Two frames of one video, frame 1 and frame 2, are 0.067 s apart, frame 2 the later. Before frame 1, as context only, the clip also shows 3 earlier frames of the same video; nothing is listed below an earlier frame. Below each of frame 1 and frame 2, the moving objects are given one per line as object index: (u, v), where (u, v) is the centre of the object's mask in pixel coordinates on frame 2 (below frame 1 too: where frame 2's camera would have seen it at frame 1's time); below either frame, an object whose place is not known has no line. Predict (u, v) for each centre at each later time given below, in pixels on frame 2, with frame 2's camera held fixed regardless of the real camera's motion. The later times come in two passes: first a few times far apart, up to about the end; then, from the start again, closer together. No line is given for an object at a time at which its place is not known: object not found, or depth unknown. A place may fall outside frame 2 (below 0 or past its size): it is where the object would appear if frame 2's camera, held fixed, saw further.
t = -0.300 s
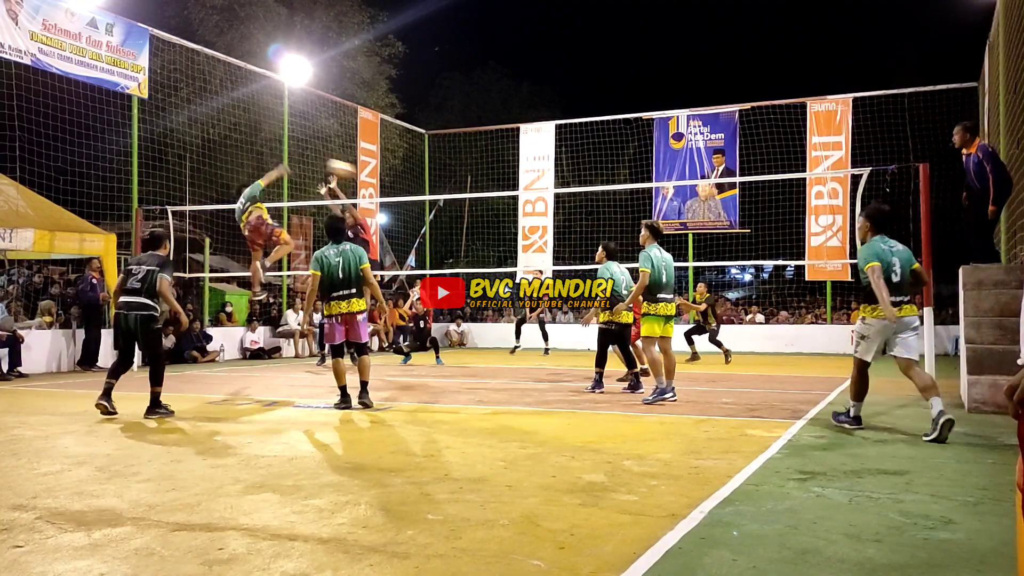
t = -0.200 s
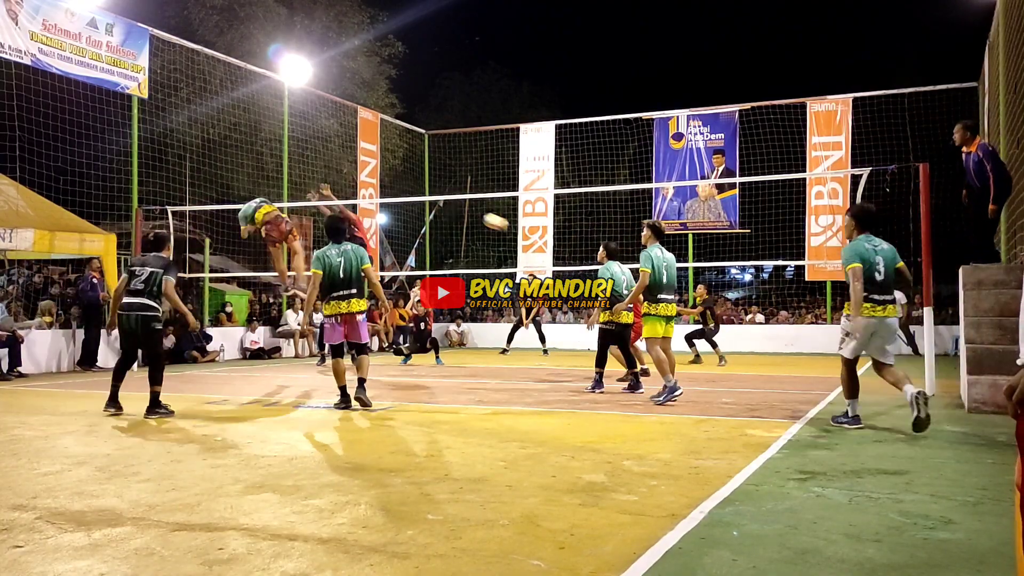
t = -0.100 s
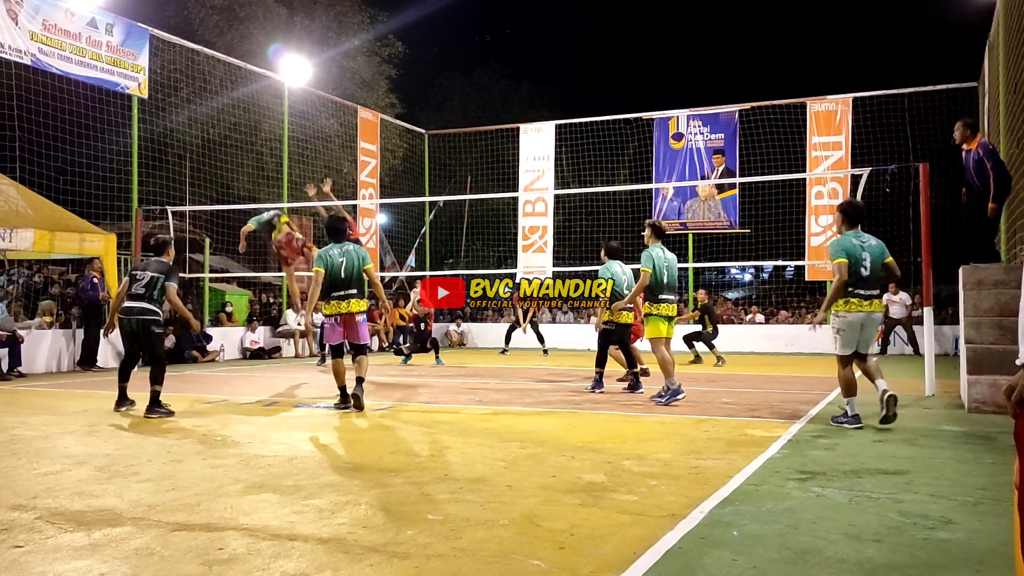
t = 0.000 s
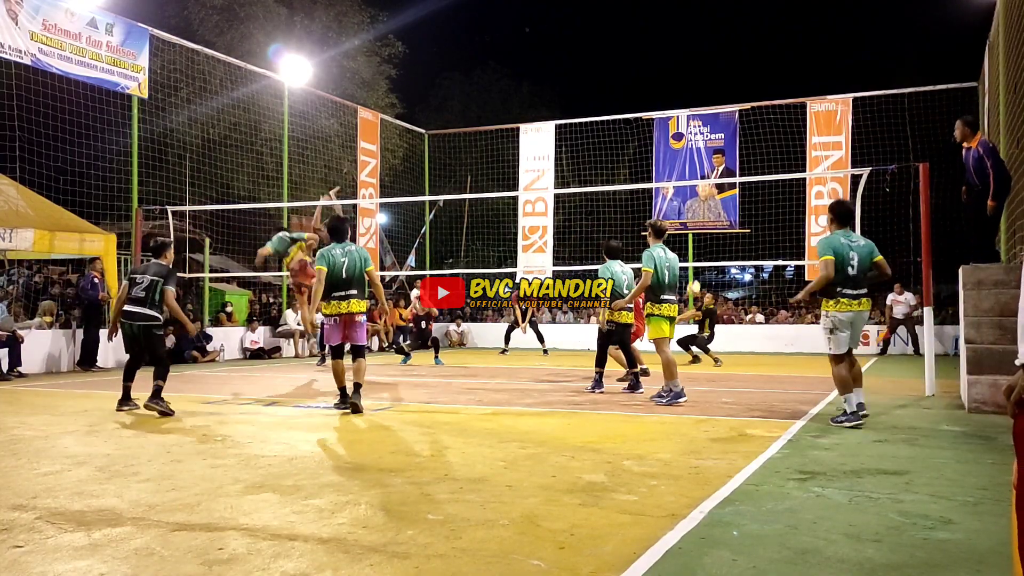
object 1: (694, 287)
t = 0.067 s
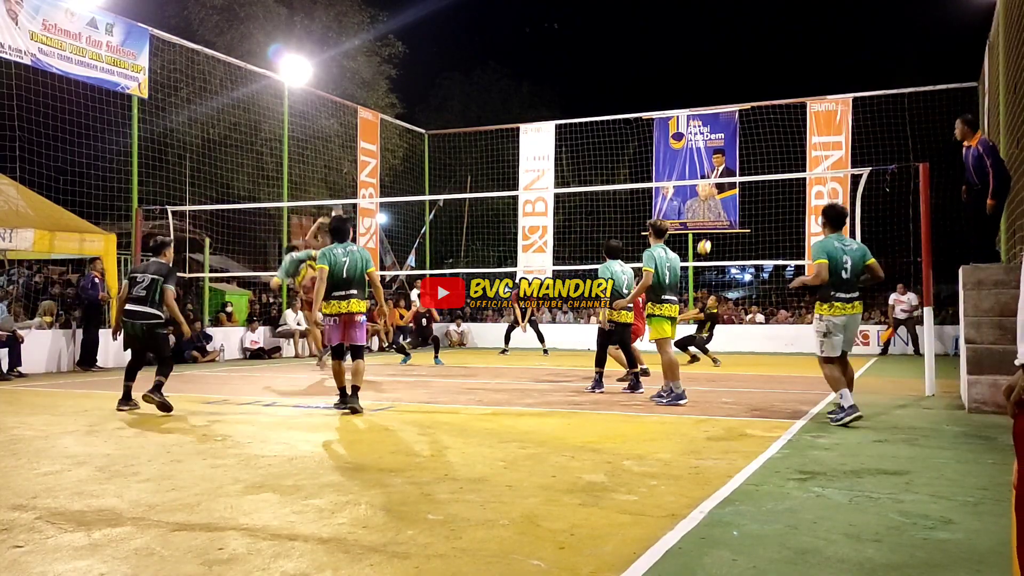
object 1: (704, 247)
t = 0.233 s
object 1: (733, 161)
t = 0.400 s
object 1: (762, 98)
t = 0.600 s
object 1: (797, 49)
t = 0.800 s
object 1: (830, 26)
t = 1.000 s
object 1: (862, 26)
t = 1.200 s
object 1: (893, 47)
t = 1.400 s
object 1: (921, 87)
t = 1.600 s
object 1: (947, 145)
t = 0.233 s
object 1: (733, 161)
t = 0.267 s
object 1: (738, 146)
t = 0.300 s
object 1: (744, 133)
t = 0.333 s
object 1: (750, 121)
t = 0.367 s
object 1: (756, 109)
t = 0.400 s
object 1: (762, 98)
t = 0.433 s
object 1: (768, 88)
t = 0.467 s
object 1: (773, 79)
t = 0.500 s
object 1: (779, 70)
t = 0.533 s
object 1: (785, 63)
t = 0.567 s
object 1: (791, 56)
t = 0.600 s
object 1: (797, 49)
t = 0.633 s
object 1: (802, 44)
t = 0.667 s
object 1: (808, 39)
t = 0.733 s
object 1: (819, 31)
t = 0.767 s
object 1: (825, 28)
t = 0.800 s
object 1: (830, 26)
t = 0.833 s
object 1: (836, 25)
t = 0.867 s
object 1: (841, 24)
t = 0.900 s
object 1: (847, 23)
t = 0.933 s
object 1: (852, 23)
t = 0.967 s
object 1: (857, 24)
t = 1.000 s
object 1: (862, 26)
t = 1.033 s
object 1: (867, 28)
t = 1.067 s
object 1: (872, 30)
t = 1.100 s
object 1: (878, 34)
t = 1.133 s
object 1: (883, 37)
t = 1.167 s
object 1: (887, 42)
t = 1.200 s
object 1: (893, 47)
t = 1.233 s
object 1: (898, 52)
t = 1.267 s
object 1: (902, 58)
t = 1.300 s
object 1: (907, 64)
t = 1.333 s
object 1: (912, 71)
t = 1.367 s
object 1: (917, 79)
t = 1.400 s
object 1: (921, 87)
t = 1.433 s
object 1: (925, 95)
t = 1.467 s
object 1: (930, 104)
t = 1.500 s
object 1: (935, 114)
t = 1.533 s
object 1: (938, 123)
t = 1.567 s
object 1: (943, 134)
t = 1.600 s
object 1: (947, 145)
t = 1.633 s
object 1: (951, 156)
